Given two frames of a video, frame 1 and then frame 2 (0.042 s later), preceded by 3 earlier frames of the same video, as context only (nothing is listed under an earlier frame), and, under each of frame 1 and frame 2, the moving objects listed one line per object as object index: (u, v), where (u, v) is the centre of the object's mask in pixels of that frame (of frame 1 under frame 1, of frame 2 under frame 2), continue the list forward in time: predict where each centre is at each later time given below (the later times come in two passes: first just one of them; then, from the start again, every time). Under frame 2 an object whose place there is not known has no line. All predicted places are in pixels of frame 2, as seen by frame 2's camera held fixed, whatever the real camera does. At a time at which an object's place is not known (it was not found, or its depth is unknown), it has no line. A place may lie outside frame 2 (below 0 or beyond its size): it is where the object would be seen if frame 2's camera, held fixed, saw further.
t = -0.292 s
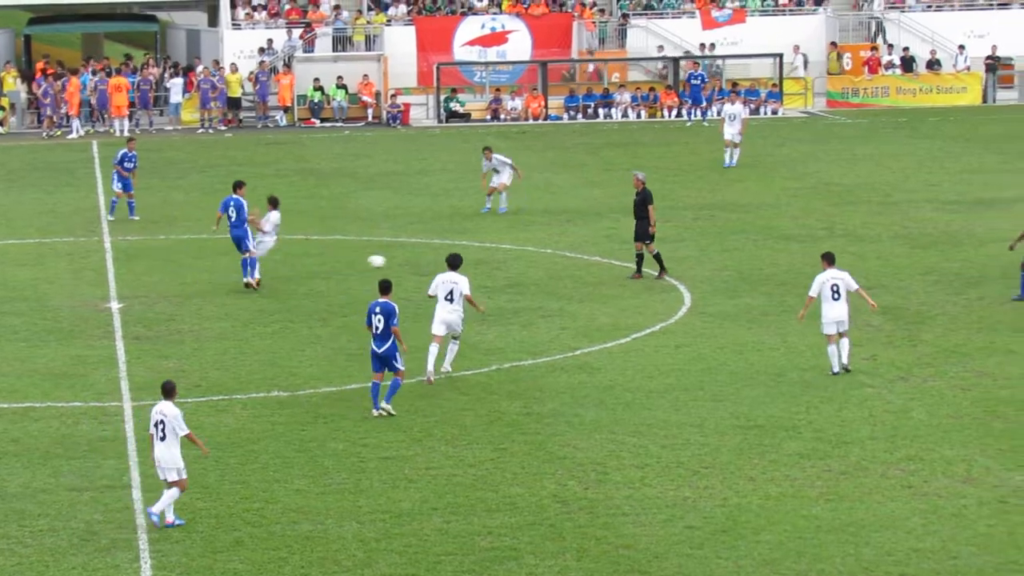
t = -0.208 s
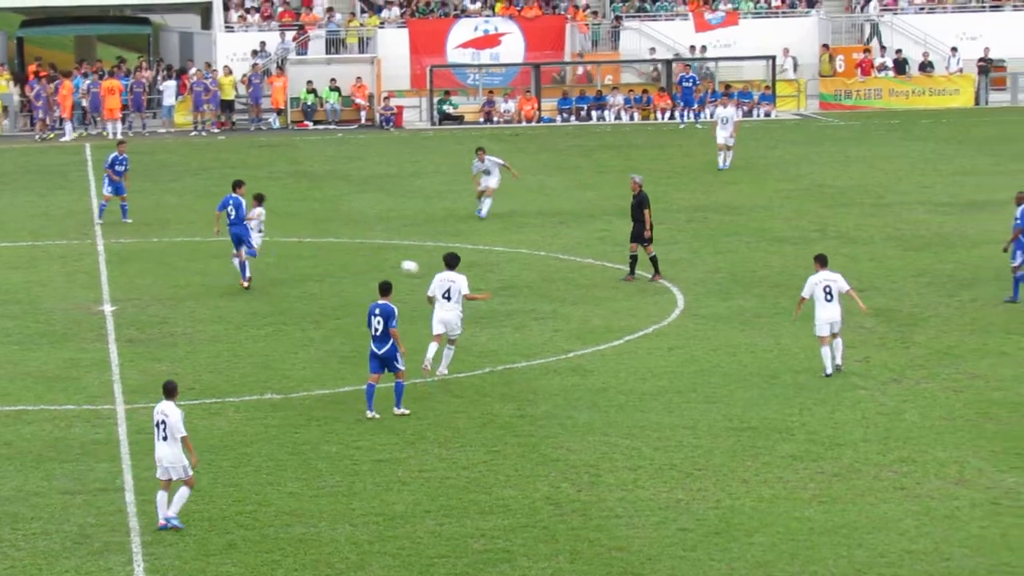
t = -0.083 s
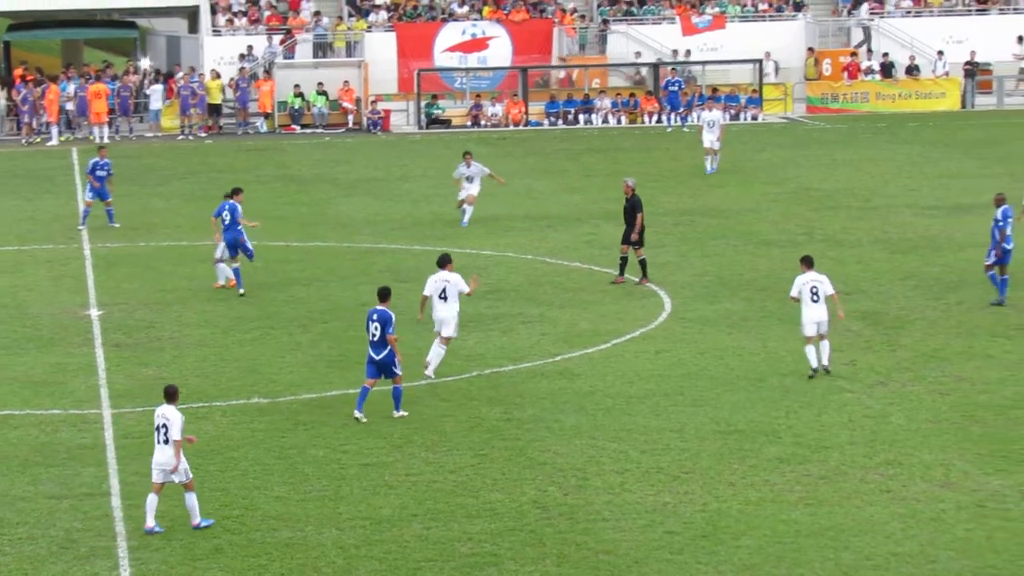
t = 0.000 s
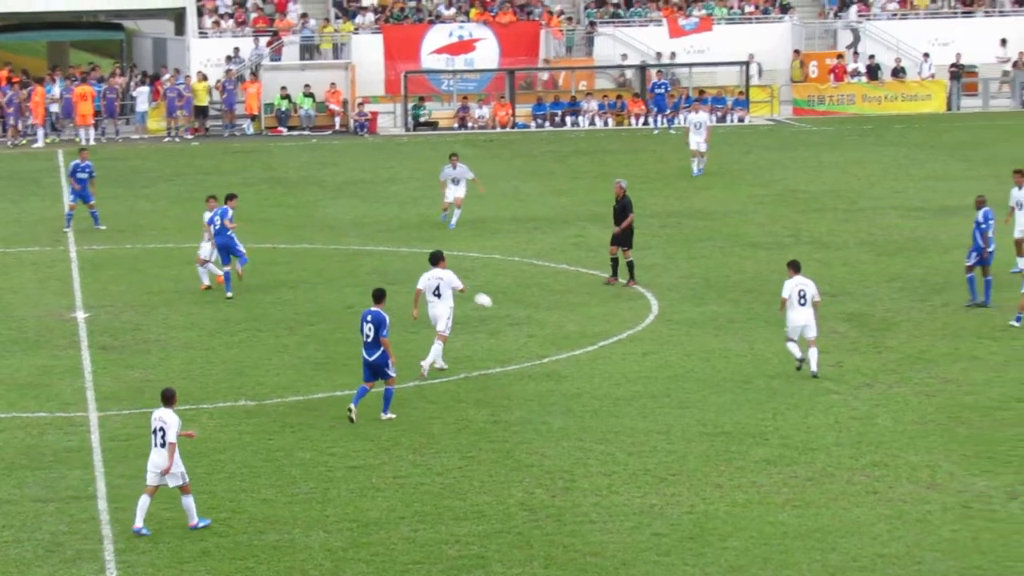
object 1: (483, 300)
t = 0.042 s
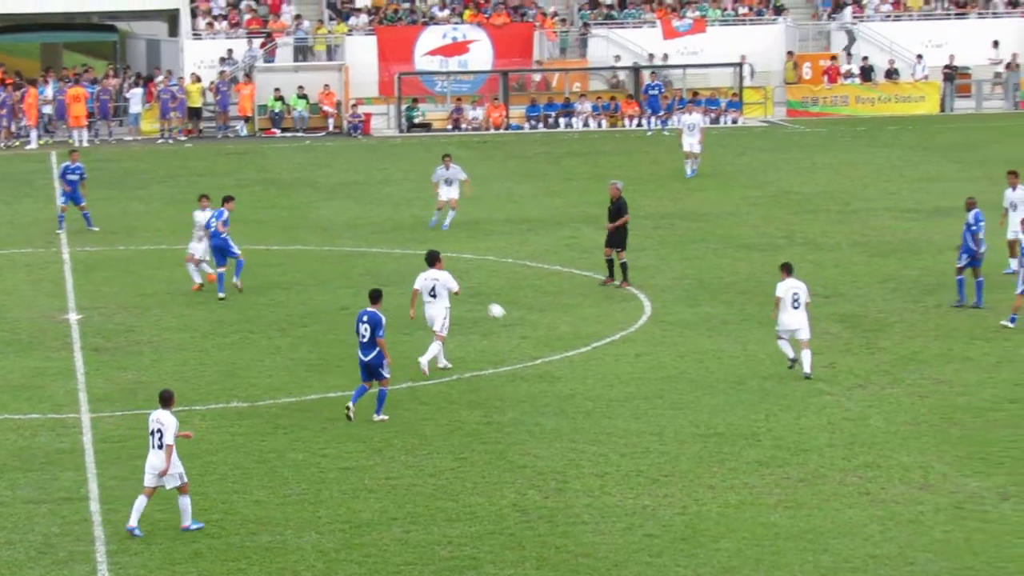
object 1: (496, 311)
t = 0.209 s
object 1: (557, 314)
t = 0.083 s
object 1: (516, 321)
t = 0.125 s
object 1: (533, 326)
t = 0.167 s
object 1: (545, 319)
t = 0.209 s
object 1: (557, 314)
